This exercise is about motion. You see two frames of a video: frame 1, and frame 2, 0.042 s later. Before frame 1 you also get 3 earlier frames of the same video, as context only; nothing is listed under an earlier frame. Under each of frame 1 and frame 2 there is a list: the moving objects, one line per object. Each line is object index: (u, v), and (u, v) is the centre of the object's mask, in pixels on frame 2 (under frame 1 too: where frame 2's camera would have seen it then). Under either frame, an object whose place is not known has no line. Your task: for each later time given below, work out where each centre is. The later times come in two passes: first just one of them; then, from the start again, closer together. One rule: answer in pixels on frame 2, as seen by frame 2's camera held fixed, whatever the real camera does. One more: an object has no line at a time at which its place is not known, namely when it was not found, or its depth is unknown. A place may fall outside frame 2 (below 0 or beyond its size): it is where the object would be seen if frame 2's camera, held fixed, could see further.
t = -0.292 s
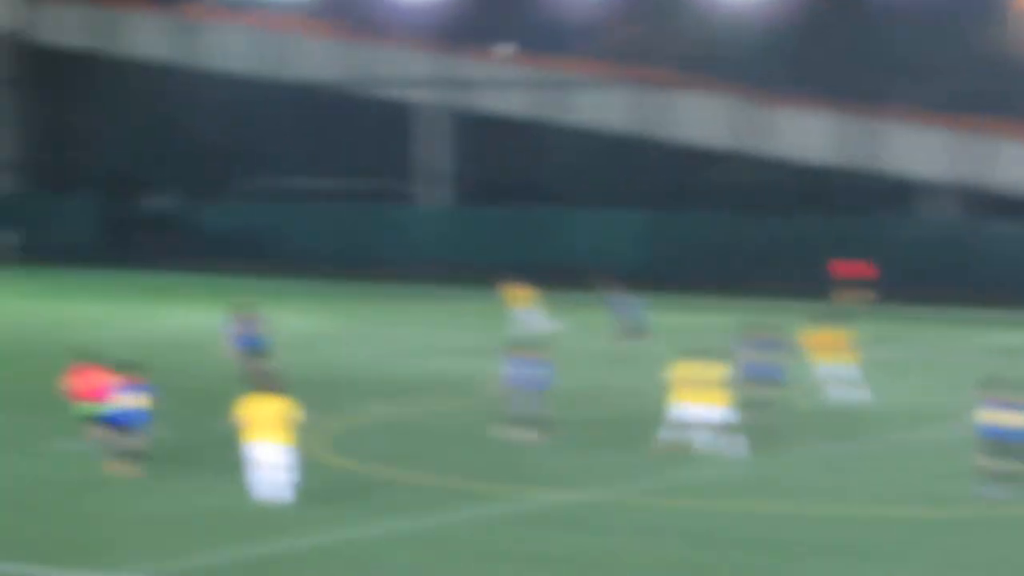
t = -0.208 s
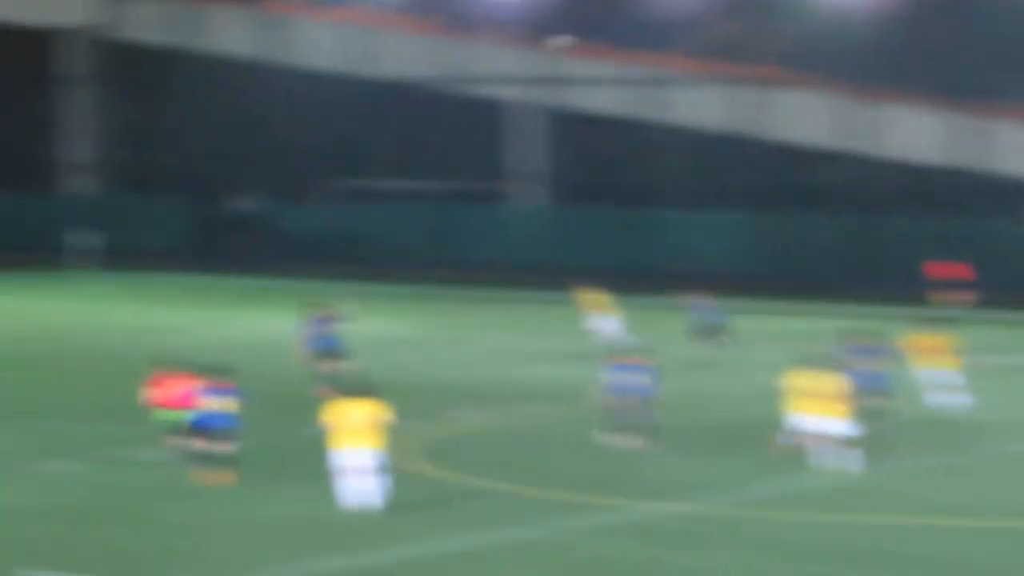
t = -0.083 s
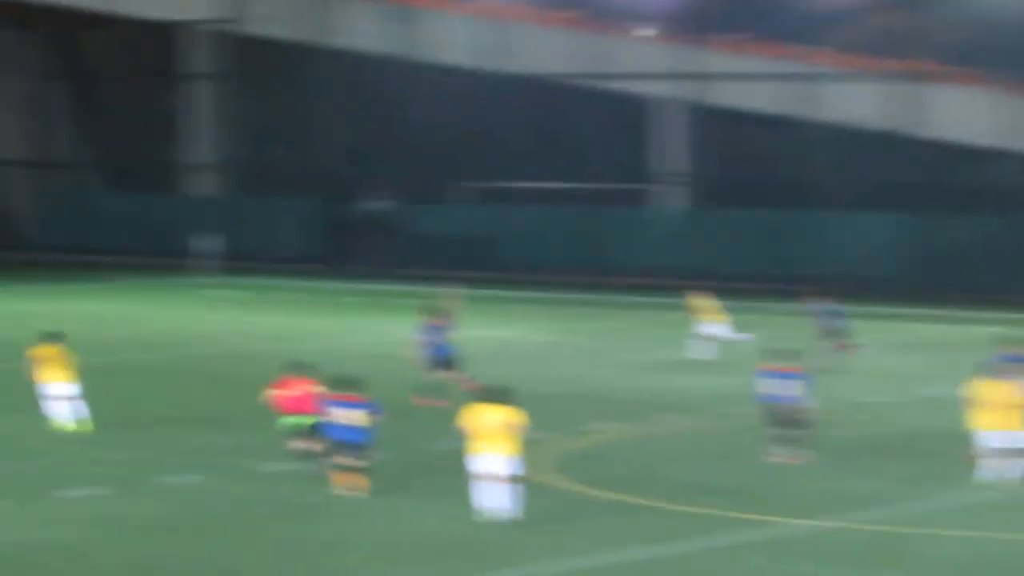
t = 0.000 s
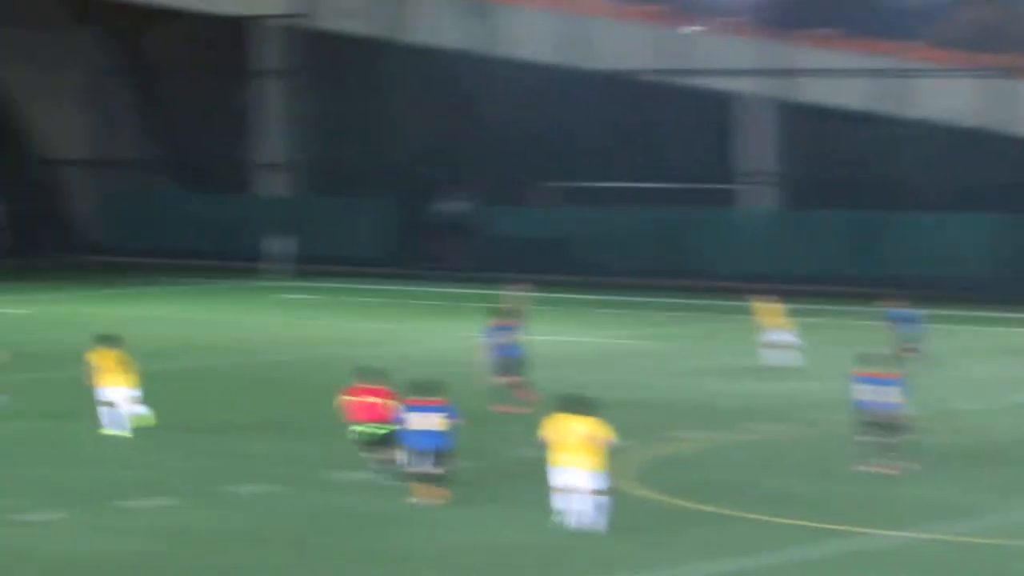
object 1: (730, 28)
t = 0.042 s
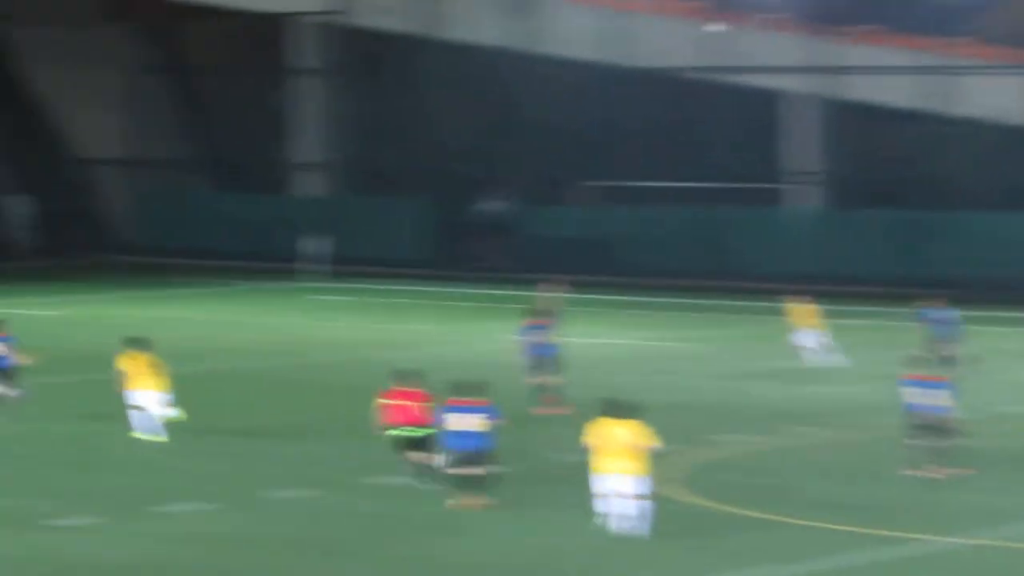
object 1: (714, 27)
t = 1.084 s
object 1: (324, 264)
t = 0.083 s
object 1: (697, 28)
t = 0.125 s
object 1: (680, 31)
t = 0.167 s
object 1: (666, 34)
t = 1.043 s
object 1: (340, 244)
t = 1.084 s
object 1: (324, 264)
